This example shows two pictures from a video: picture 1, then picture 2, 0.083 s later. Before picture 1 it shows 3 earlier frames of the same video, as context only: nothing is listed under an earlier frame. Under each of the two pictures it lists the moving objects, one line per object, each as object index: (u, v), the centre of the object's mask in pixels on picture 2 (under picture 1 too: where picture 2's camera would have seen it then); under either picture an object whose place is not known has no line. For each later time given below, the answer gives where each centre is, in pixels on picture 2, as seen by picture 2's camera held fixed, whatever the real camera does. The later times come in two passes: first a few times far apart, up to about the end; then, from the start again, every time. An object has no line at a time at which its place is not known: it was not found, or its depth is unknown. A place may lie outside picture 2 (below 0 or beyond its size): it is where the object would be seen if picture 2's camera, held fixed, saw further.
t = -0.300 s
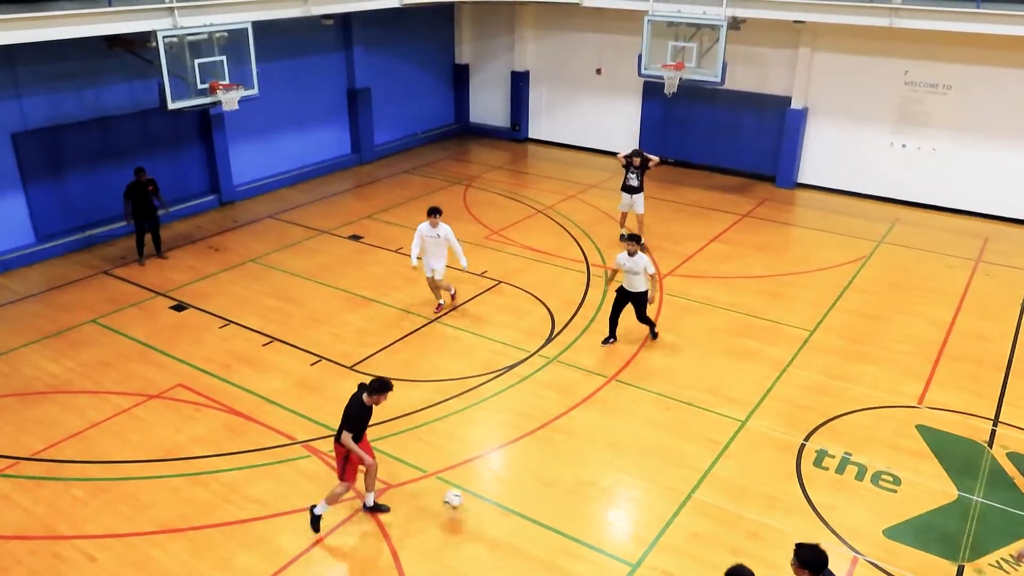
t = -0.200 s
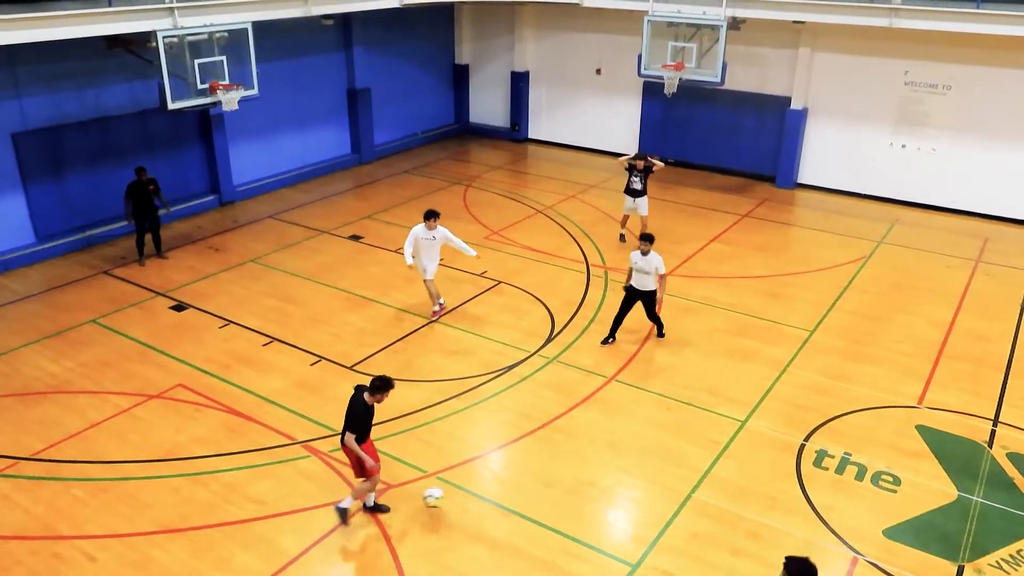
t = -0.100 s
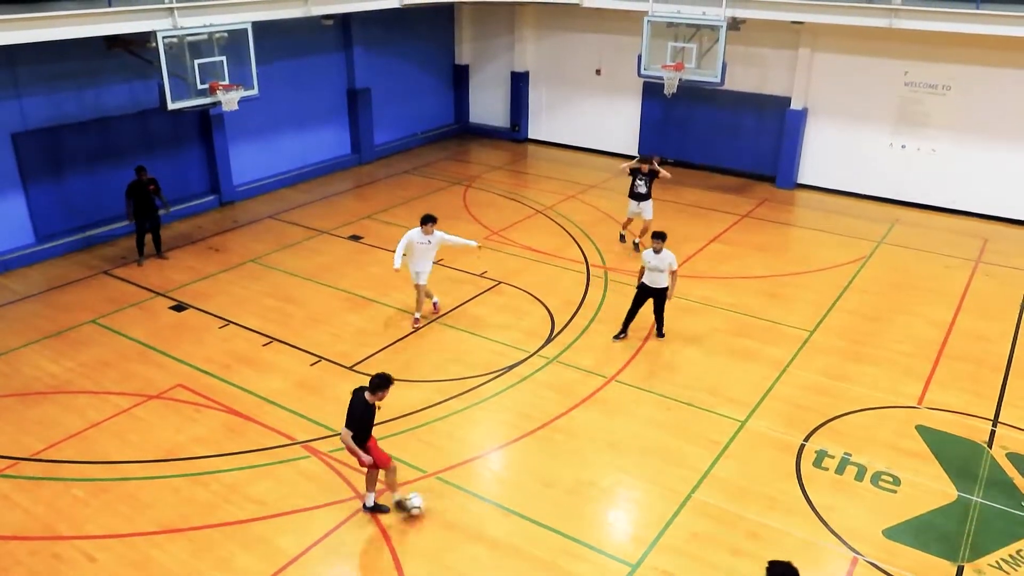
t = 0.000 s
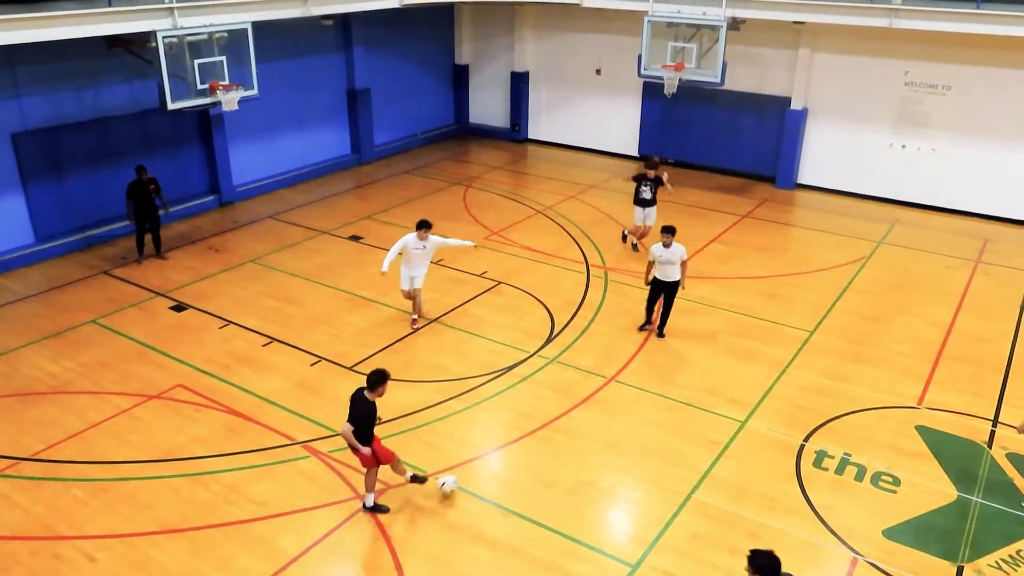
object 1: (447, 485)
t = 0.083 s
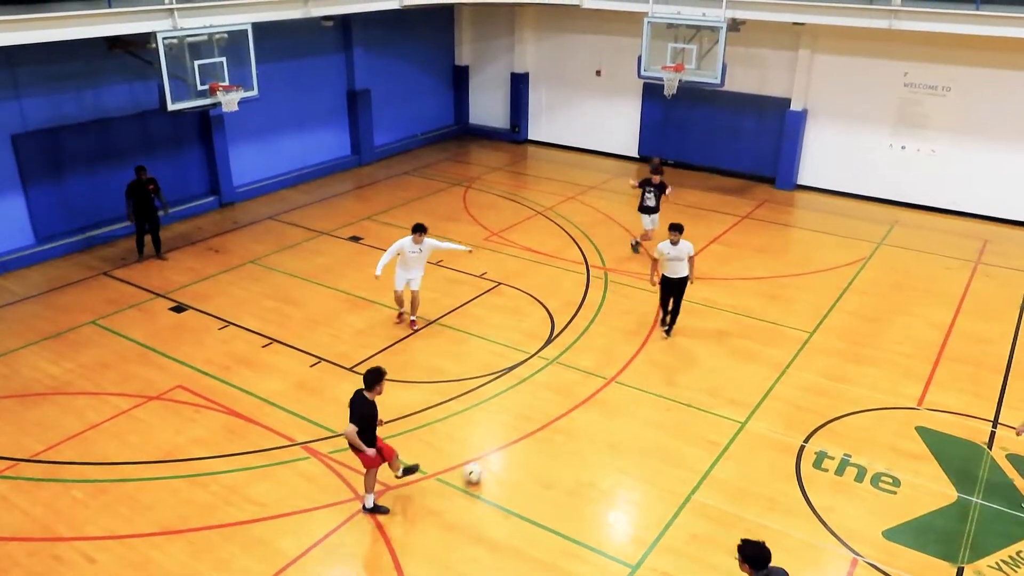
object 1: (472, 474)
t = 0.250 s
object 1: (513, 450)
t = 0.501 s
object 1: (567, 418)
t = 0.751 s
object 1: (613, 393)
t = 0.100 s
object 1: (477, 472)
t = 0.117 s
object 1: (480, 468)
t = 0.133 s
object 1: (486, 465)
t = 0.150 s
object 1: (490, 462)
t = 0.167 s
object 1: (494, 459)
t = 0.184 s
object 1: (497, 458)
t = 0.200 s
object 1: (502, 455)
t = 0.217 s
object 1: (506, 453)
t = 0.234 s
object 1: (510, 451)
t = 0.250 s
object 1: (513, 450)
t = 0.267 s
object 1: (517, 447)
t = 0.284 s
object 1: (521, 444)
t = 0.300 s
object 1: (525, 441)
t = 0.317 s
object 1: (529, 439)
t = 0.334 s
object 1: (532, 437)
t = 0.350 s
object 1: (536, 435)
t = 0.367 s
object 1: (539, 434)
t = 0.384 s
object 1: (542, 432)
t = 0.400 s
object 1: (546, 430)
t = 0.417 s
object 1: (549, 428)
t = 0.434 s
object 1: (553, 426)
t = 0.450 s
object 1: (557, 423)
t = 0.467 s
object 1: (559, 422)
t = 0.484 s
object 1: (563, 419)
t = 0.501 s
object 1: (567, 418)
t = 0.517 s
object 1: (570, 416)
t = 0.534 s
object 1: (573, 414)
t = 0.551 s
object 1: (576, 412)
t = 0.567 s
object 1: (580, 410)
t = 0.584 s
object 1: (583, 408)
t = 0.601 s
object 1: (586, 407)
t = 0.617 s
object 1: (589, 405)
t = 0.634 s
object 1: (592, 404)
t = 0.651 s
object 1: (595, 402)
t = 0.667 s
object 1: (598, 400)
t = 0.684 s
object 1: (601, 398)
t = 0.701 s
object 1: (604, 398)
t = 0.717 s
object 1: (607, 395)
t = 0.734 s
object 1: (610, 394)
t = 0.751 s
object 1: (613, 393)
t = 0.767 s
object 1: (615, 390)
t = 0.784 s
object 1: (618, 389)
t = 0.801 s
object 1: (622, 387)
